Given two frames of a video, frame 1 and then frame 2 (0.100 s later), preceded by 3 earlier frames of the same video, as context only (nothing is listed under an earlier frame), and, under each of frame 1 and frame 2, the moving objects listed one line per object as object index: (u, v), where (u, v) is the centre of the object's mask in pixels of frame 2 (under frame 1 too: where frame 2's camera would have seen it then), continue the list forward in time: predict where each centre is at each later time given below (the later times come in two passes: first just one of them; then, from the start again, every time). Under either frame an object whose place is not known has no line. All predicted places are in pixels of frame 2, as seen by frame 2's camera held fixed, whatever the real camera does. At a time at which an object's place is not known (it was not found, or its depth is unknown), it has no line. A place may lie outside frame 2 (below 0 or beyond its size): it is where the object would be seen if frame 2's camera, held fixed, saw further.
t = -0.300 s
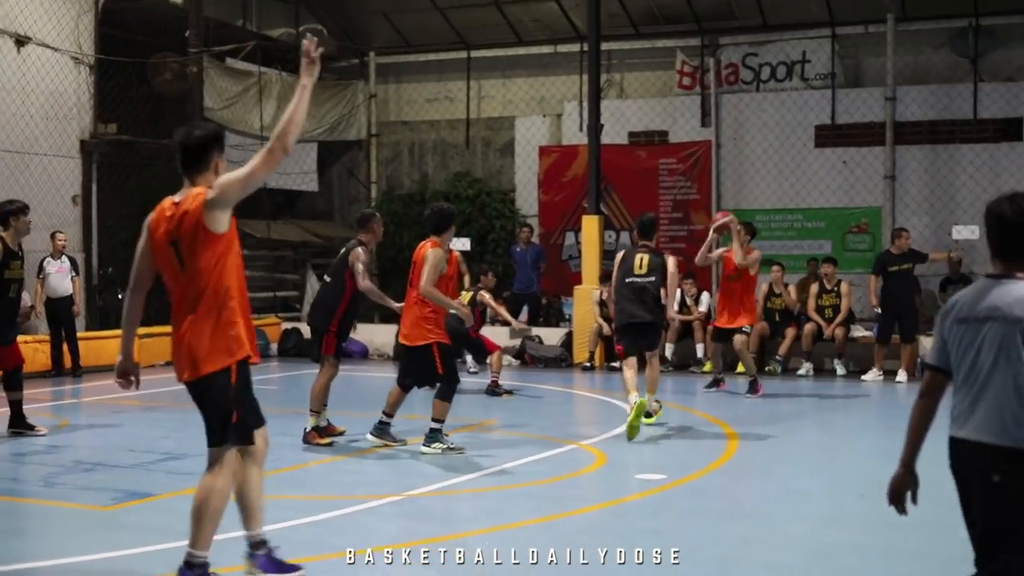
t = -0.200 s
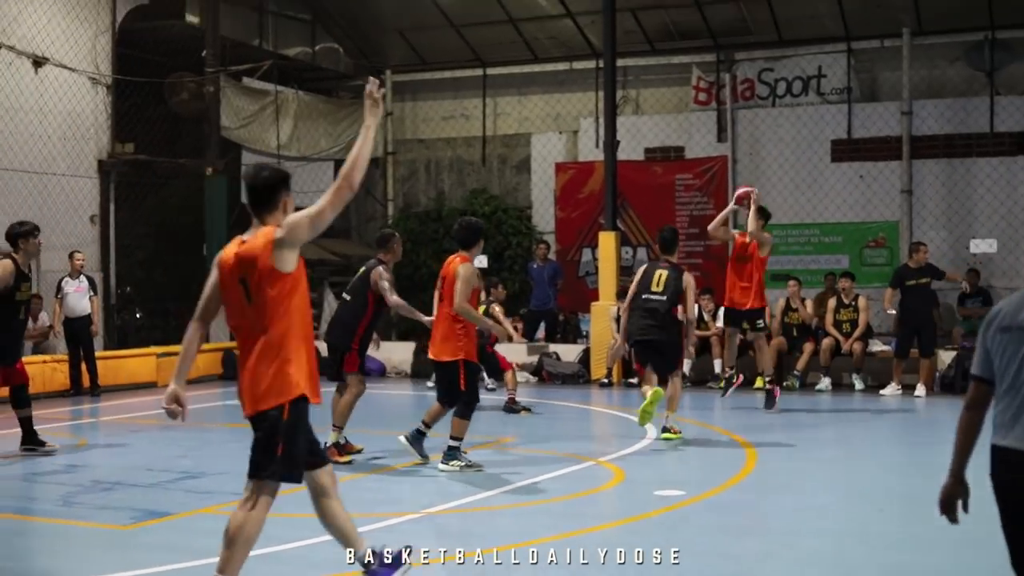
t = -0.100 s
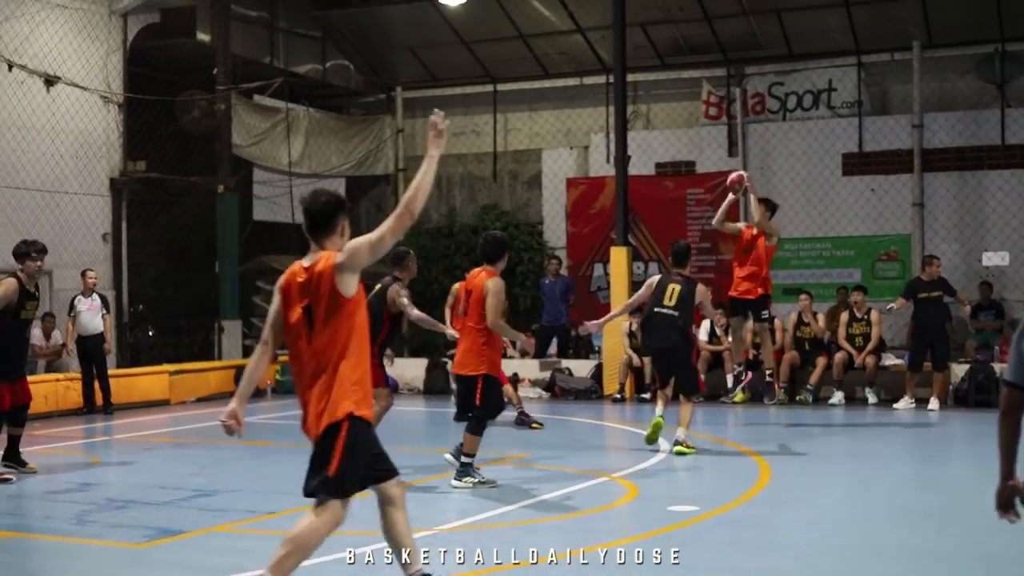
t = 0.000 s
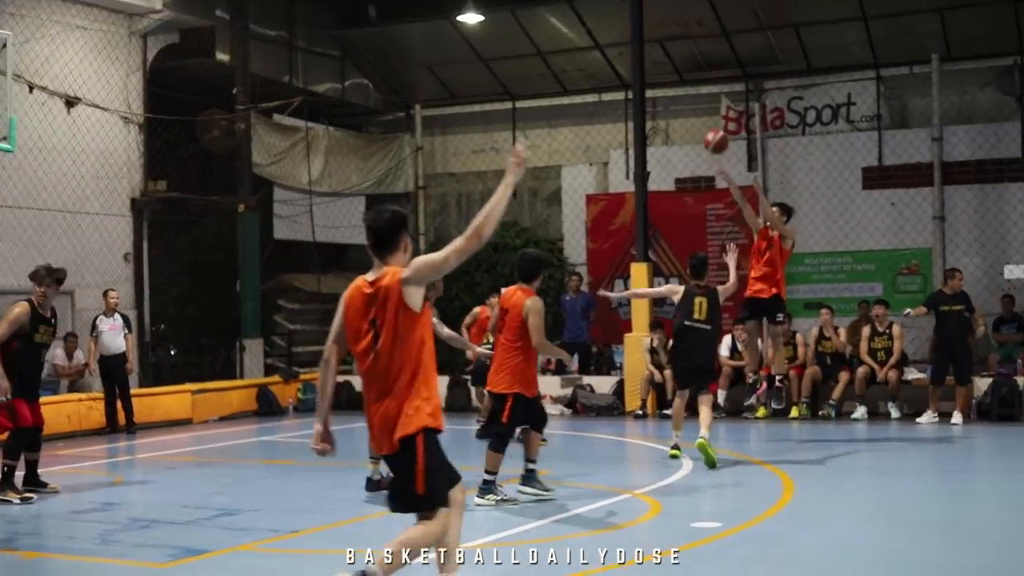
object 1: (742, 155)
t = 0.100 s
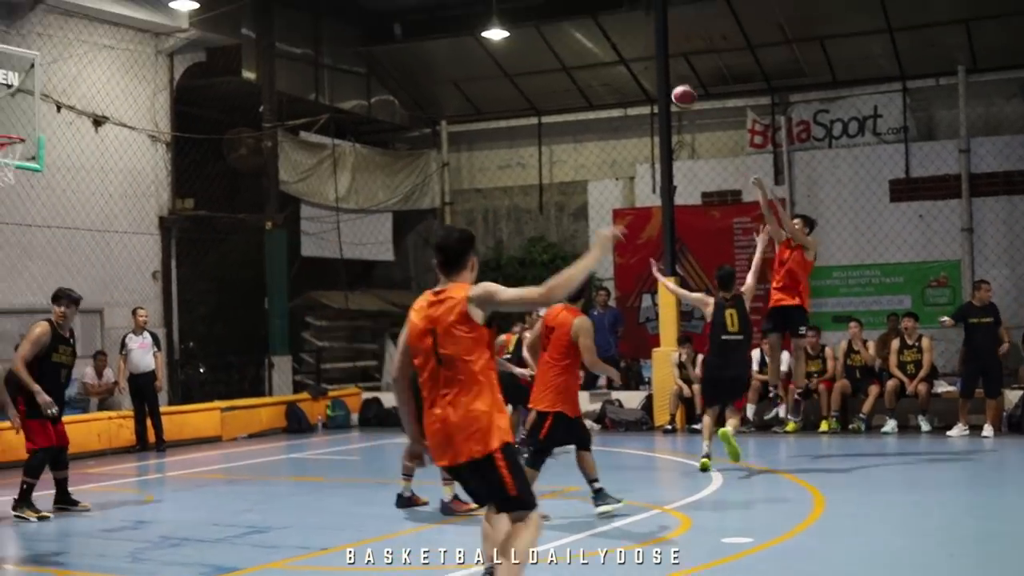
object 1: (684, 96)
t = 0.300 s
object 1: (568, 9)
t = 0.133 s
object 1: (665, 78)
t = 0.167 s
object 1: (645, 62)
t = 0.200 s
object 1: (625, 48)
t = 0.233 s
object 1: (606, 33)
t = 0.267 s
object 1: (586, 20)
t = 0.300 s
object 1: (568, 9)
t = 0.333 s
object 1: (549, -3)
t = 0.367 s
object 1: (531, -12)
